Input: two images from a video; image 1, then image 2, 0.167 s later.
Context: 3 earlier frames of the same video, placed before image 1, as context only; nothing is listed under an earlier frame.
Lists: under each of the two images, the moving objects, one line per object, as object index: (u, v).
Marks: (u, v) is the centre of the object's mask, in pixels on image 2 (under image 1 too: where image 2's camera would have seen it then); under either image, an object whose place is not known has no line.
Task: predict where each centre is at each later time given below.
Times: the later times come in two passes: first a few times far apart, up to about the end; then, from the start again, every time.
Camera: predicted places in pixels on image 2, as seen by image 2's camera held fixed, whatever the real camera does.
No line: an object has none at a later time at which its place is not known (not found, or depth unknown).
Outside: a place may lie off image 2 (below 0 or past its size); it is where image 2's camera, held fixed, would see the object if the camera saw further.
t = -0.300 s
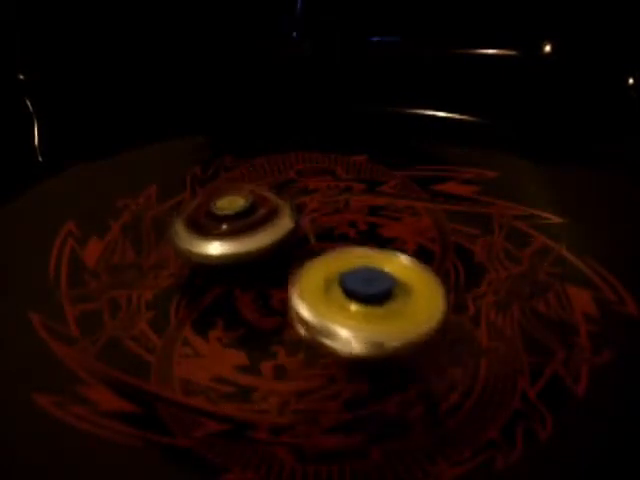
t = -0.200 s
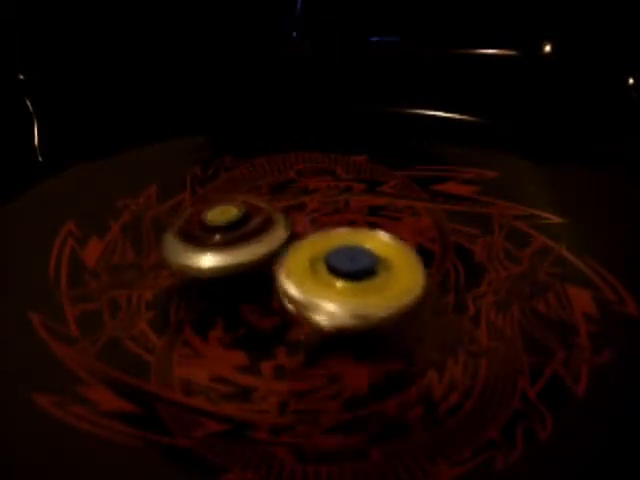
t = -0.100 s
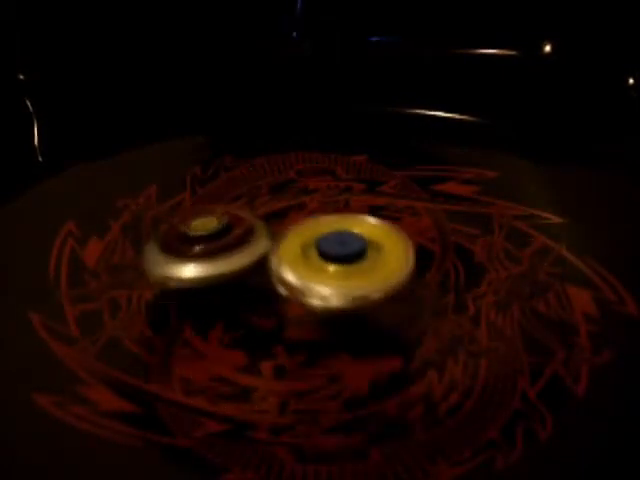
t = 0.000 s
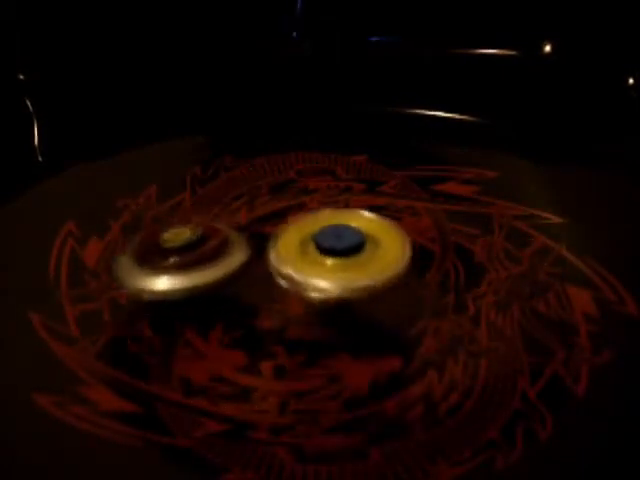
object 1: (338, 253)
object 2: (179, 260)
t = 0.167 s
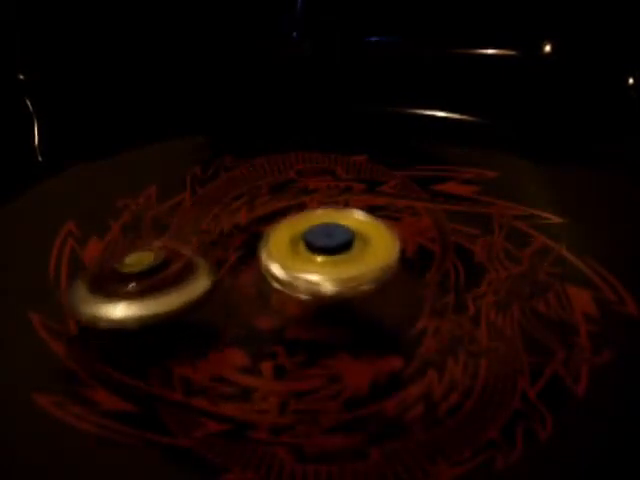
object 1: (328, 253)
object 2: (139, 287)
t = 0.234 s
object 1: (323, 254)
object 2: (132, 299)
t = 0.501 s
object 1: (356, 259)
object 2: (116, 359)
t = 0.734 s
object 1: (471, 257)
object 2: (201, 376)
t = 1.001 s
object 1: (532, 281)
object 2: (286, 318)
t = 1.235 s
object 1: (443, 299)
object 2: (277, 273)
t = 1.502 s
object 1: (460, 347)
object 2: (221, 205)
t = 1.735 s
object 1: (426, 303)
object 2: (198, 198)
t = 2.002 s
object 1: (344, 260)
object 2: (221, 211)
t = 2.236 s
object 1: (310, 280)
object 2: (231, 207)
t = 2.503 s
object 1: (270, 338)
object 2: (234, 225)
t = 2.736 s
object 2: (208, 253)
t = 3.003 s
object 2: (92, 203)
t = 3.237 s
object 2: (84, 131)
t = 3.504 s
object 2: (216, 218)
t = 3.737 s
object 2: (191, 253)
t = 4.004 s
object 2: (180, 281)
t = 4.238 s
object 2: (175, 332)
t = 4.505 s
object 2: (213, 365)
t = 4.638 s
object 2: (241, 354)
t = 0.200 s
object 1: (325, 254)
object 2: (134, 292)
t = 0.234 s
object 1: (323, 254)
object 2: (132, 299)
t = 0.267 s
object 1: (320, 255)
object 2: (131, 307)
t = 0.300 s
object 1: (315, 257)
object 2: (131, 313)
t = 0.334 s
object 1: (311, 259)
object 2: (134, 320)
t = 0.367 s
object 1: (306, 263)
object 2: (139, 326)
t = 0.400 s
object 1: (301, 267)
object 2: (146, 333)
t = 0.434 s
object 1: (296, 271)
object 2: (154, 340)
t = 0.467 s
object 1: (321, 267)
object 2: (138, 348)
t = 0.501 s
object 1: (356, 259)
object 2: (116, 359)
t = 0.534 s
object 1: (384, 253)
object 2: (108, 365)
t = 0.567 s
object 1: (406, 251)
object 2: (110, 370)
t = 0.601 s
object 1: (423, 251)
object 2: (120, 373)
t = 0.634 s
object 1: (434, 251)
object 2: (136, 378)
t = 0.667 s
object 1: (446, 251)
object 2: (154, 379)
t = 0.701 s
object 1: (459, 254)
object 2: (176, 377)
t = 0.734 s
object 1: (471, 257)
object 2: (201, 376)
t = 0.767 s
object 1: (482, 261)
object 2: (223, 374)
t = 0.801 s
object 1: (491, 264)
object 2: (246, 368)
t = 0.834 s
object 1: (500, 267)
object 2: (267, 360)
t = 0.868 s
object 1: (509, 270)
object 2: (281, 349)
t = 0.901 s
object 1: (518, 272)
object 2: (289, 340)
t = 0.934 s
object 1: (525, 275)
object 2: (290, 330)
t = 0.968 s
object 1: (530, 278)
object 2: (289, 323)
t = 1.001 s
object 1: (532, 281)
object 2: (286, 318)
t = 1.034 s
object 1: (527, 283)
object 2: (283, 310)
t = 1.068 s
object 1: (516, 287)
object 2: (281, 303)
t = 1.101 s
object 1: (502, 290)
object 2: (279, 297)
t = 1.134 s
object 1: (487, 293)
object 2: (277, 290)
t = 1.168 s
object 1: (473, 295)
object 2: (277, 285)
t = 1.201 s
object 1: (458, 297)
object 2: (277, 279)
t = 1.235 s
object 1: (443, 299)
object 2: (277, 273)
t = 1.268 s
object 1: (429, 299)
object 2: (278, 267)
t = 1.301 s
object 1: (414, 298)
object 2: (279, 263)
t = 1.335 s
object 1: (402, 297)
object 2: (279, 258)
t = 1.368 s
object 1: (398, 300)
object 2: (275, 250)
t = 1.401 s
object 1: (426, 320)
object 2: (257, 234)
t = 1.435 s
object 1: (446, 337)
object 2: (243, 222)
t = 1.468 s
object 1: (457, 345)
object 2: (231, 212)
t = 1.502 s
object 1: (460, 347)
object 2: (221, 205)
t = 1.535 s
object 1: (458, 346)
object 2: (215, 198)
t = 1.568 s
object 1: (454, 340)
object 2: (210, 194)
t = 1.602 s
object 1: (449, 333)
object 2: (207, 193)
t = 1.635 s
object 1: (446, 324)
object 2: (204, 193)
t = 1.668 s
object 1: (443, 315)
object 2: (201, 194)
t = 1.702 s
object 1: (436, 307)
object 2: (199, 196)
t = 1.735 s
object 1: (426, 303)
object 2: (198, 198)
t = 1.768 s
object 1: (415, 297)
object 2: (199, 200)
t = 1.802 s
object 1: (403, 292)
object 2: (200, 203)
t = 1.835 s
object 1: (394, 285)
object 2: (202, 205)
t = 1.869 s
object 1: (384, 280)
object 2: (203, 208)
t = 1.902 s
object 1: (372, 275)
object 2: (207, 209)
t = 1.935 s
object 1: (364, 270)
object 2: (211, 210)
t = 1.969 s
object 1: (353, 265)
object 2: (216, 211)
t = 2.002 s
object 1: (344, 260)
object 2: (221, 211)
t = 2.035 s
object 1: (333, 257)
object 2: (226, 212)
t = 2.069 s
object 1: (323, 254)
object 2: (230, 212)
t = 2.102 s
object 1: (316, 254)
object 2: (230, 211)
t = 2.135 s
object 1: (316, 261)
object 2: (232, 209)
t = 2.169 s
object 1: (314, 268)
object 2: (231, 207)
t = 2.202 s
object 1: (310, 274)
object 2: (231, 207)
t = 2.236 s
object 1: (310, 280)
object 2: (231, 207)
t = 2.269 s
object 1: (309, 288)
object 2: (233, 208)
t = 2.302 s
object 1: (305, 296)
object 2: (234, 210)
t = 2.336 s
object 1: (300, 305)
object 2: (235, 211)
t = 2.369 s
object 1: (295, 313)
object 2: (235, 214)
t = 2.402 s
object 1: (289, 321)
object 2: (236, 216)
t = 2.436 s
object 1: (280, 327)
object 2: (236, 219)
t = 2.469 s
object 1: (274, 333)
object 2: (235, 222)
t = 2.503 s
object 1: (270, 338)
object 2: (234, 225)
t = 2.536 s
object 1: (265, 345)
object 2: (232, 229)
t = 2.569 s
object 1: (262, 351)
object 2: (230, 232)
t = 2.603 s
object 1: (262, 356)
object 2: (227, 237)
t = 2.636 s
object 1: (263, 360)
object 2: (223, 241)
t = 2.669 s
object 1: (265, 359)
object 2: (218, 245)
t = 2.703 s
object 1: (273, 359)
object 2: (214, 249)
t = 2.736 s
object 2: (208, 253)
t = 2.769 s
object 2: (201, 258)
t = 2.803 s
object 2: (193, 263)
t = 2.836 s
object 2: (184, 268)
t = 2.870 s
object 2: (175, 273)
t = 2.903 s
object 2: (164, 277)
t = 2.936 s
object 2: (150, 269)
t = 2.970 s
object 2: (121, 239)
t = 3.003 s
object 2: (92, 203)
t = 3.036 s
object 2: (82, 177)
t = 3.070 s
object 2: (73, 157)
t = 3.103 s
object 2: (69, 144)
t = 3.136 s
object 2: (71, 135)
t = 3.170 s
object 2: (74, 130)
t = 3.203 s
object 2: (78, 130)
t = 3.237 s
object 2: (84, 131)
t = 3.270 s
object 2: (90, 135)
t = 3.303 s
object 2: (97, 141)
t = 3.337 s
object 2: (109, 150)
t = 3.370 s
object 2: (130, 161)
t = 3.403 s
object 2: (144, 174)
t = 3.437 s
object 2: (163, 188)
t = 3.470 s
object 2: (189, 206)
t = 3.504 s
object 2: (216, 218)
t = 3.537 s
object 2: (240, 229)
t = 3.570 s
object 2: (263, 239)
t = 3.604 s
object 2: (266, 246)
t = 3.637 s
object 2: (244, 248)
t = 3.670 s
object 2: (223, 250)
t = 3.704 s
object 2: (205, 251)
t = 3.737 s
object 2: (191, 253)
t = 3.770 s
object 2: (178, 256)
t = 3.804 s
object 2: (169, 258)
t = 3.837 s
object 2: (165, 260)
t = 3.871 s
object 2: (164, 263)
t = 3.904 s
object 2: (167, 266)
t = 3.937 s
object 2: (172, 270)
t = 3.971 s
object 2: (176, 275)
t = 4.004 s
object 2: (180, 281)
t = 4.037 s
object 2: (181, 286)
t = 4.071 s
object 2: (183, 292)
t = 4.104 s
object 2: (182, 300)
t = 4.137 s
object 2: (180, 307)
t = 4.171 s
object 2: (178, 315)
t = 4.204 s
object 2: (175, 323)
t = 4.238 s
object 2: (175, 332)
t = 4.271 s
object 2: (173, 340)
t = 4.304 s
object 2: (175, 347)
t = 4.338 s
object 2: (178, 352)
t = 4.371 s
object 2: (181, 357)
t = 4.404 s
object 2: (188, 360)
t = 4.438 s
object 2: (196, 364)
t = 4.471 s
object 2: (205, 365)
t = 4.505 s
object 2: (213, 365)
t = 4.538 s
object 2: (220, 364)
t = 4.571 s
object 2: (229, 360)
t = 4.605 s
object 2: (234, 357)
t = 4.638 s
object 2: (241, 354)
